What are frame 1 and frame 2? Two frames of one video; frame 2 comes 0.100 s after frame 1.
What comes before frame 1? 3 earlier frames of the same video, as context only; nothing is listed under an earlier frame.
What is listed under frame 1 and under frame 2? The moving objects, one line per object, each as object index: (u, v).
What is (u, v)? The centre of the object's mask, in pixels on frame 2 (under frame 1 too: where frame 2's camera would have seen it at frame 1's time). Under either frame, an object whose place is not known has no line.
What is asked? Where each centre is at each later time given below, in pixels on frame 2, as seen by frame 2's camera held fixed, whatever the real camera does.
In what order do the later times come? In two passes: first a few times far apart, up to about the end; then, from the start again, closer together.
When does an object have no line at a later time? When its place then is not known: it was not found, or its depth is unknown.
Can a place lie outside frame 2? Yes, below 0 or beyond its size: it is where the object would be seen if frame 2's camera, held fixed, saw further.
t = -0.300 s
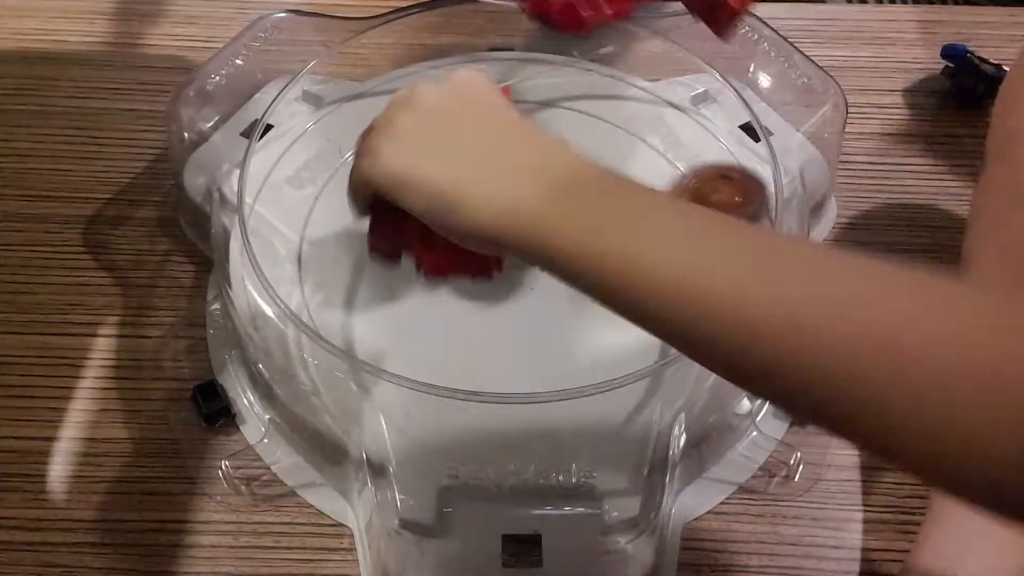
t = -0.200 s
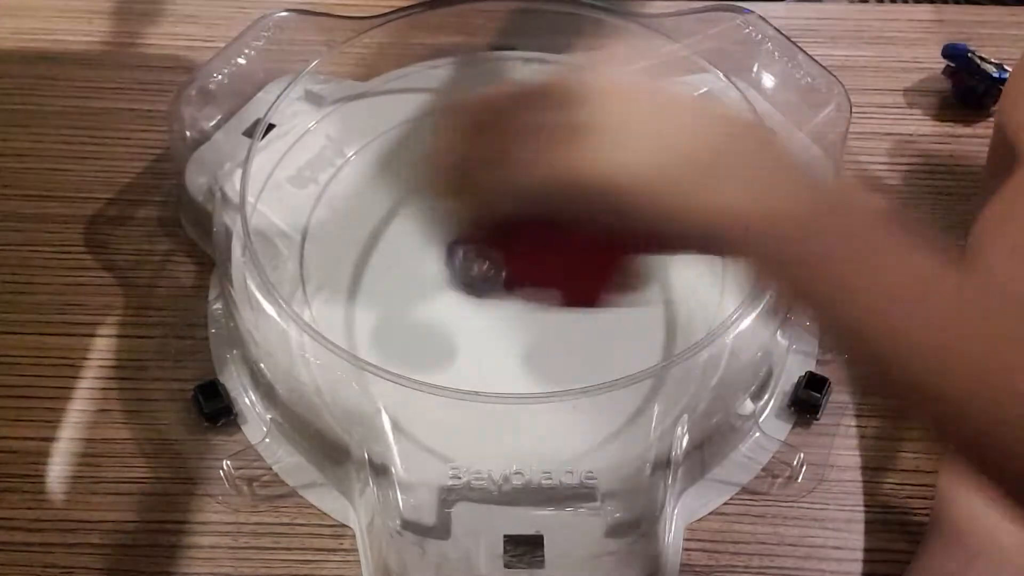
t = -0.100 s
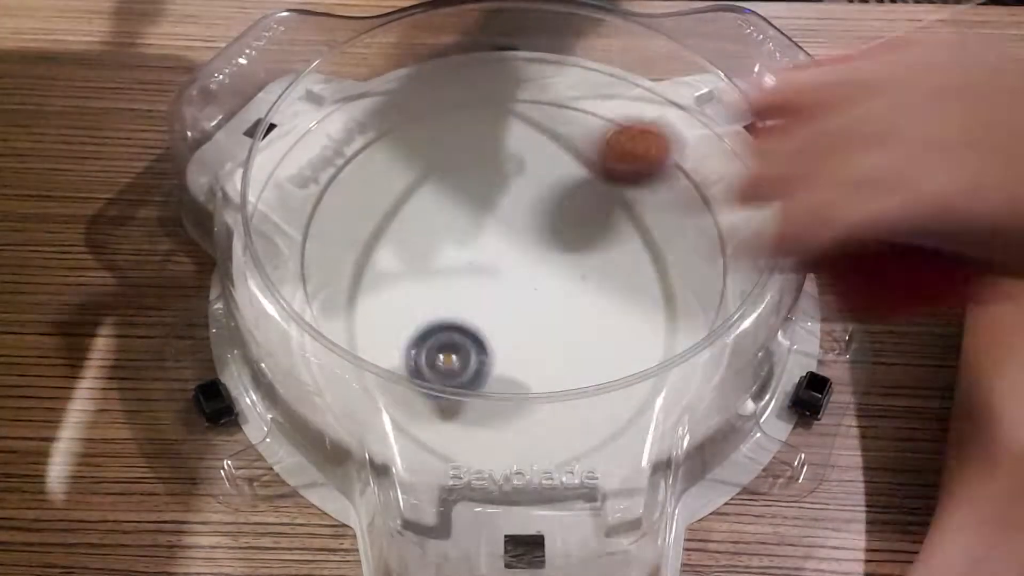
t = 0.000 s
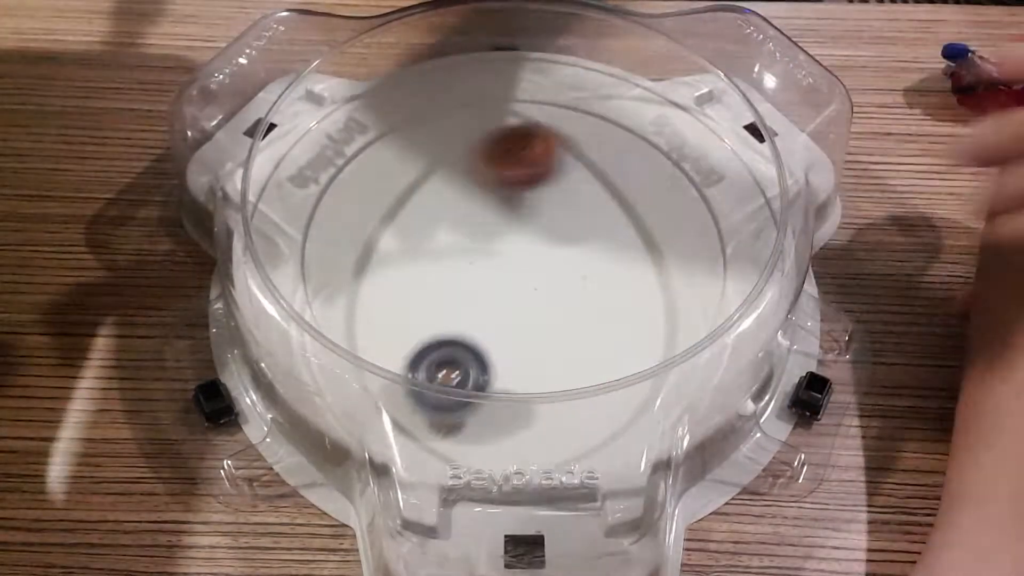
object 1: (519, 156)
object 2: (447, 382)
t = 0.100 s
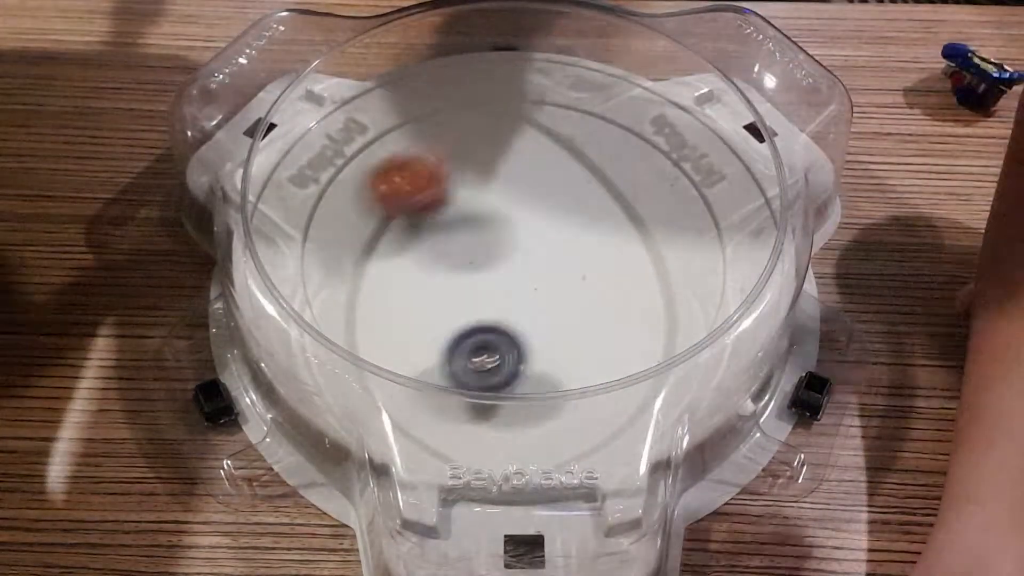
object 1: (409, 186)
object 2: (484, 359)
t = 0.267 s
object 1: (300, 265)
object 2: (569, 309)
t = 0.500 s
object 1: (441, 409)
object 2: (597, 259)
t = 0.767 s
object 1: (660, 349)
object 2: (590, 239)
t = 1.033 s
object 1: (609, 125)
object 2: (466, 178)
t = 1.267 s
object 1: (363, 119)
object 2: (418, 198)
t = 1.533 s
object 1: (439, 376)
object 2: (435, 222)
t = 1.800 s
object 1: (692, 159)
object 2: (464, 232)
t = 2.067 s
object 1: (329, 174)
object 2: (505, 240)
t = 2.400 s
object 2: (537, 245)
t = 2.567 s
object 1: (641, 114)
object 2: (542, 251)
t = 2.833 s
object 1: (317, 197)
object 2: (534, 262)
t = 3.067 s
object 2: (521, 264)
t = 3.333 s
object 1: (651, 122)
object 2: (502, 264)
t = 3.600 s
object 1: (333, 159)
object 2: (489, 251)
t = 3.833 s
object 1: (462, 384)
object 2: (490, 237)
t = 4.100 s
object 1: (702, 178)
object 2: (501, 226)
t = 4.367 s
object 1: (408, 99)
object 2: (519, 225)
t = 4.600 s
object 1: (347, 312)
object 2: (534, 233)
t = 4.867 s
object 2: (540, 248)
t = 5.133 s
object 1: (552, 82)
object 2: (532, 261)
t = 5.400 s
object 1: (310, 210)
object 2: (511, 265)
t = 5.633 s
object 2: (495, 259)
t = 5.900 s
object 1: (701, 176)
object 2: (488, 242)
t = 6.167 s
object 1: (429, 92)
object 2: (497, 231)
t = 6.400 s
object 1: (318, 273)
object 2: (512, 224)
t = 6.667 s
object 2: (530, 230)
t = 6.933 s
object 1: (652, 123)
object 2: (541, 243)
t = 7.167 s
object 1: (397, 104)
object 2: (534, 257)
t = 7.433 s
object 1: (362, 324)
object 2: (515, 266)
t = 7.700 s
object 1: (679, 314)
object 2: (498, 260)
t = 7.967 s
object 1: (607, 98)
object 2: (489, 245)
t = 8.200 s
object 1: (375, 128)
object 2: (496, 231)
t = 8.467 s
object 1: (390, 335)
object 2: (512, 224)
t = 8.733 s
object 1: (682, 299)
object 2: (531, 232)
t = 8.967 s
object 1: (611, 123)
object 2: (538, 246)
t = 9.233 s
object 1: (379, 150)
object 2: (528, 258)
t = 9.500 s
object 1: (388, 319)
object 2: (507, 259)
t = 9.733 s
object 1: (591, 344)
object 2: (492, 251)
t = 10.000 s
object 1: (654, 187)
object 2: (490, 236)
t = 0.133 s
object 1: (373, 199)
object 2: (501, 352)
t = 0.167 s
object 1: (345, 214)
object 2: (521, 345)
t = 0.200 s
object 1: (317, 233)
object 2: (540, 333)
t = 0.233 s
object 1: (301, 249)
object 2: (556, 320)
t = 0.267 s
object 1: (300, 265)
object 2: (569, 309)
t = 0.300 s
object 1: (289, 290)
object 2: (578, 299)
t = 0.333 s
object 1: (302, 309)
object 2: (586, 289)
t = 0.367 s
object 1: (323, 336)
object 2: (591, 281)
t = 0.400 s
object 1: (348, 351)
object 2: (594, 274)
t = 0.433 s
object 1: (375, 374)
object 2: (596, 268)
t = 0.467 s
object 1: (408, 392)
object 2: (597, 263)
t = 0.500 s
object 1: (441, 409)
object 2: (597, 259)
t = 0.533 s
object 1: (477, 424)
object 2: (597, 255)
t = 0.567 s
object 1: (516, 433)
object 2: (597, 252)
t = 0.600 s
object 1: (556, 431)
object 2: (596, 249)
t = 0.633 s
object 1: (589, 424)
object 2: (595, 247)
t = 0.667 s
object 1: (608, 408)
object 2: (594, 245)
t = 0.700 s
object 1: (634, 391)
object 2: (593, 243)
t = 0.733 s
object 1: (650, 374)
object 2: (592, 241)
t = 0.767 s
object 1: (660, 349)
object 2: (590, 239)
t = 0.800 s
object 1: (663, 323)
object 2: (589, 238)
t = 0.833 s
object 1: (671, 293)
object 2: (586, 236)
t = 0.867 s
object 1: (669, 259)
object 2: (582, 235)
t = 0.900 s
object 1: (671, 228)
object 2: (554, 216)
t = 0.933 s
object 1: (667, 202)
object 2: (527, 205)
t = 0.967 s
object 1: (656, 173)
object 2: (503, 193)
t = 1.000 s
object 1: (637, 150)
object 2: (483, 184)
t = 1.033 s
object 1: (609, 125)
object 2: (466, 178)
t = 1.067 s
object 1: (580, 112)
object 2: (453, 177)
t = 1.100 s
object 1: (546, 98)
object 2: (443, 178)
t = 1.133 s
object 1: (508, 89)
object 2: (434, 181)
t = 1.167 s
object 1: (472, 88)
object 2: (429, 184)
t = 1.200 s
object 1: (430, 89)
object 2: (424, 189)
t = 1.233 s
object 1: (394, 100)
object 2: (420, 193)
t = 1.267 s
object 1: (363, 119)
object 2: (418, 198)
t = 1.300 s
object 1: (340, 147)
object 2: (418, 201)
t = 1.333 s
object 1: (322, 179)
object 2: (419, 202)
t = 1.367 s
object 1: (307, 214)
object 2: (421, 211)
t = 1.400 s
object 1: (311, 254)
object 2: (425, 215)
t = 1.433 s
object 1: (325, 285)
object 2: (428, 217)
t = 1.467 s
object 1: (354, 317)
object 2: (430, 219)
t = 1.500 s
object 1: (391, 347)
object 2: (433, 220)
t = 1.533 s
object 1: (439, 376)
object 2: (435, 222)
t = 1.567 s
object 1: (502, 384)
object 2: (438, 223)
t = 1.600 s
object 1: (566, 379)
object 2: (441, 224)
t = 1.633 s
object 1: (624, 362)
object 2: (444, 226)
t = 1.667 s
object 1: (665, 328)
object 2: (447, 227)
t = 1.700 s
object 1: (701, 294)
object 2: (451, 228)
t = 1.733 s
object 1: (721, 255)
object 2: (455, 230)
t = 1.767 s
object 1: (717, 205)
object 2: (459, 231)
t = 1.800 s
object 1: (692, 159)
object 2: (464, 232)
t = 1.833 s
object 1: (659, 126)
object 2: (469, 234)
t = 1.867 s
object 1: (609, 97)
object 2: (474, 235)
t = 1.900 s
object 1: (555, 80)
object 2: (479, 236)
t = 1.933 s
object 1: (500, 80)
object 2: (484, 237)
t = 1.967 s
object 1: (445, 88)
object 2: (490, 238)
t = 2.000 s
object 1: (395, 107)
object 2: (496, 238)
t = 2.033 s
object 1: (357, 135)
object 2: (501, 239)
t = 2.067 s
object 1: (329, 174)
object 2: (505, 240)
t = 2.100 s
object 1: (309, 220)
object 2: (510, 240)
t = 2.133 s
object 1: (316, 261)
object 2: (514, 241)
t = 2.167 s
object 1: (336, 297)
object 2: (518, 241)
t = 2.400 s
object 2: (537, 245)
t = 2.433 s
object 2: (538, 246)
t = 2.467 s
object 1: (724, 235)
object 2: (539, 247)
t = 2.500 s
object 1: (706, 183)
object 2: (540, 248)
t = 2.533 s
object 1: (679, 143)
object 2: (541, 249)
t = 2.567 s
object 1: (641, 114)
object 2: (542, 251)
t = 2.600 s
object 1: (592, 91)
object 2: (542, 252)
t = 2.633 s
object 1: (540, 81)
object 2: (541, 254)
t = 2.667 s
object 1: (480, 84)
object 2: (541, 255)
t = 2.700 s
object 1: (436, 91)
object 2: (540, 257)
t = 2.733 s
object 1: (393, 109)
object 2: (538, 258)
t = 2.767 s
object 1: (359, 134)
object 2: (537, 260)
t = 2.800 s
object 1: (333, 164)
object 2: (535, 261)
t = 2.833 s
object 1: (317, 197)
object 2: (534, 262)
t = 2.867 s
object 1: (310, 235)
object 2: (533, 264)
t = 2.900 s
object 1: (320, 274)
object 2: (531, 265)
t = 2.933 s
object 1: (345, 307)
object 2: (530, 265)
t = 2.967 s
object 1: (379, 340)
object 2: (528, 266)
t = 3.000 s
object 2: (526, 267)
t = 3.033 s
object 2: (523, 267)
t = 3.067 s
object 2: (521, 264)
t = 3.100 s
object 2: (518, 263)
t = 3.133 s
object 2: (516, 267)
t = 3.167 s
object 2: (513, 267)
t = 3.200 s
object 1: (714, 273)
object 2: (511, 266)
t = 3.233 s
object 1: (720, 232)
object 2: (509, 266)
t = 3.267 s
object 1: (707, 186)
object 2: (507, 265)
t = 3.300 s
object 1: (686, 154)
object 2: (504, 265)
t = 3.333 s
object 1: (651, 122)
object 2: (502, 264)
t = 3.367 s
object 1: (609, 99)
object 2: (500, 259)
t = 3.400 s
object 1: (564, 86)
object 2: (498, 262)
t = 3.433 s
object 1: (517, 81)
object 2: (496, 260)
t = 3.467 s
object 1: (473, 82)
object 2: (494, 258)
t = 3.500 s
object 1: (431, 91)
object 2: (492, 256)
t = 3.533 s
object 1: (391, 108)
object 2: (491, 254)
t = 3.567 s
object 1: (359, 132)
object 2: (490, 252)
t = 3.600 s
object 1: (333, 159)
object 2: (489, 251)
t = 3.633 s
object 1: (317, 192)
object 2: (488, 249)
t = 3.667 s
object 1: (308, 231)
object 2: (488, 247)
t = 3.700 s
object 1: (315, 268)
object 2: (488, 245)
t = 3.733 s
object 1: (336, 298)
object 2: (488, 242)
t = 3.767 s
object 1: (367, 332)
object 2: (488, 241)
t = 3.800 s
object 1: (412, 359)
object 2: (489, 239)
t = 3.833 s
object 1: (462, 384)
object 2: (490, 237)
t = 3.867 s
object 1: (523, 389)
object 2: (491, 235)
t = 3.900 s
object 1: (584, 381)
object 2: (492, 233)
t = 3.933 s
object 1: (635, 356)
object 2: (493, 232)
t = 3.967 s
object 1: (671, 323)
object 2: (494, 230)
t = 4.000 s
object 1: (700, 292)
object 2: (496, 229)
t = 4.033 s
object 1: (718, 258)
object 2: (497, 228)
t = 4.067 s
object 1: (718, 218)
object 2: (499, 227)
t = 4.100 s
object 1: (702, 178)
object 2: (501, 226)
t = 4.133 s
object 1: (677, 146)
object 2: (503, 225)
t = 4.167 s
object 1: (645, 118)
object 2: (505, 224)
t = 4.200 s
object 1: (608, 99)
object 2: (507, 224)
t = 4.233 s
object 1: (569, 86)
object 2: (510, 224)
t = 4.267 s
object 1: (526, 81)
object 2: (512, 223)
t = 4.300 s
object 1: (485, 80)
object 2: (514, 223)
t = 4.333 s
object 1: (444, 88)
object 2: (517, 224)
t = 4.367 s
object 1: (408, 99)
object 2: (519, 225)
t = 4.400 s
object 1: (370, 119)
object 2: (521, 225)
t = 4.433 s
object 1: (344, 145)
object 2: (523, 226)
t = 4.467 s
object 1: (324, 173)
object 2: (526, 228)
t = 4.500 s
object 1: (310, 209)
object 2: (528, 229)
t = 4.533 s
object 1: (308, 248)
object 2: (530, 230)
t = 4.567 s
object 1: (322, 281)
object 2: (532, 232)
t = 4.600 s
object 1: (347, 312)
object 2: (534, 233)
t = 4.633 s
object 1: (380, 343)
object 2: (535, 235)
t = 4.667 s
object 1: (423, 373)
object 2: (537, 237)
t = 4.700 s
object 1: (477, 386)
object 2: (538, 239)
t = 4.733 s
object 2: (539, 240)
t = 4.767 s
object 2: (539, 242)
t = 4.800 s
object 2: (540, 244)
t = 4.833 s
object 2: (540, 246)
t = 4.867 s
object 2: (540, 248)
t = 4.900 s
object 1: (717, 266)
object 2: (540, 250)
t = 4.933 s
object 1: (721, 228)
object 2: (540, 252)
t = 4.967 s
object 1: (709, 189)
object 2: (540, 254)
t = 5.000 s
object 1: (689, 158)
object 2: (538, 256)
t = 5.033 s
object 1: (661, 131)
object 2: (537, 258)
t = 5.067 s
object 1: (632, 109)
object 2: (536, 259)
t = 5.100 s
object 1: (590, 91)
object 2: (534, 260)
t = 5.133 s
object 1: (552, 82)
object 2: (532, 261)
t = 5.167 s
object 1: (512, 79)
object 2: (530, 262)
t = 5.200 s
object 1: (473, 79)
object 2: (528, 263)
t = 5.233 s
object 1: (432, 91)
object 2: (525, 264)
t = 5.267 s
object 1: (400, 102)
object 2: (522, 264)
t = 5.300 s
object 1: (368, 122)
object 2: (519, 265)
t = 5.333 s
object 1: (342, 148)
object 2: (517, 262)
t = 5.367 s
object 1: (323, 177)
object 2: (514, 266)
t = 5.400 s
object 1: (310, 210)
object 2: (511, 265)
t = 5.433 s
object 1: (308, 245)
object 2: (508, 265)
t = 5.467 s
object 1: (322, 280)
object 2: (506, 265)
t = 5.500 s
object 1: (345, 309)
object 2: (503, 264)
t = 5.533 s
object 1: (376, 340)
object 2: (501, 263)
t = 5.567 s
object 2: (499, 262)
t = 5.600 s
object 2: (497, 261)
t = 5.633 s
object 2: (495, 259)
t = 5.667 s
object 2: (493, 258)
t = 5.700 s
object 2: (492, 257)
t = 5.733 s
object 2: (490, 255)
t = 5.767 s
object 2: (490, 254)
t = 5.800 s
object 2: (489, 252)
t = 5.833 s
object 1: (721, 250)
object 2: (488, 250)
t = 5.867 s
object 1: (716, 211)
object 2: (488, 244)
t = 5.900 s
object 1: (701, 176)
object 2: (488, 242)
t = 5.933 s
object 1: (681, 147)
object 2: (488, 240)
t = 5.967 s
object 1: (653, 123)
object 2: (488, 242)
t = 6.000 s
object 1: (617, 102)
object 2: (488, 240)
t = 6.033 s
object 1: (581, 88)
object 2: (490, 238)
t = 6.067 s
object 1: (539, 79)
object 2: (491, 232)
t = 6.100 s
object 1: (503, 78)
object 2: (493, 234)
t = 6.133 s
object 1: (467, 81)
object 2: (494, 233)
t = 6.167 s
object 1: (429, 92)
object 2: (497, 231)
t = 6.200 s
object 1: (398, 104)
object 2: (498, 230)
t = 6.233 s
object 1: (369, 122)
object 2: (500, 229)
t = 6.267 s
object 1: (344, 148)
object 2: (502, 227)
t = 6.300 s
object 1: (326, 172)
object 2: (504, 226)
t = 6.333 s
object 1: (313, 204)
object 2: (507, 226)
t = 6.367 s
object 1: (309, 242)
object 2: (509, 225)
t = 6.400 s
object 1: (318, 273)
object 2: (512, 224)
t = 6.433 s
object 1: (338, 300)
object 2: (514, 224)
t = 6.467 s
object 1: (365, 328)
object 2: (516, 224)
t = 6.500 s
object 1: (403, 349)
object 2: (519, 225)
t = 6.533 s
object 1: (441, 378)
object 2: (521, 226)
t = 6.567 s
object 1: (491, 388)
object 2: (523, 227)
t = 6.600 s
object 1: (543, 389)
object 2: (526, 228)
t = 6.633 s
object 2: (528, 229)
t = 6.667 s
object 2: (530, 230)
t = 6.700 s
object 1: (666, 329)
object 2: (532, 231)
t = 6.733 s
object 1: (693, 303)
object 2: (534, 233)
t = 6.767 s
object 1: (713, 274)
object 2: (536, 234)
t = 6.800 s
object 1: (721, 240)
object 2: (537, 236)
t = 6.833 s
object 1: (716, 203)
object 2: (539, 238)
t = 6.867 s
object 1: (700, 174)
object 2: (540, 240)
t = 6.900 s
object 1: (678, 145)
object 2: (541, 242)
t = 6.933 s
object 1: (652, 123)
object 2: (541, 243)
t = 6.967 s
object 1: (616, 103)
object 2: (541, 245)
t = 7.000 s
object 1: (583, 88)
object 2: (540, 247)
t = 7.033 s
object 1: (543, 81)
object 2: (540, 249)
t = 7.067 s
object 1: (506, 81)
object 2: (539, 251)
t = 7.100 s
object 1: (468, 84)
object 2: (537, 253)
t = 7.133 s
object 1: (430, 92)
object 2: (536, 255)
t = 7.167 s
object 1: (397, 104)
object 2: (534, 257)
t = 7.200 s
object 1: (370, 122)
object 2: (532, 258)
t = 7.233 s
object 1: (347, 147)
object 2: (530, 260)
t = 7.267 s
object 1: (330, 172)
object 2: (528, 261)
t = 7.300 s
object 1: (318, 203)
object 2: (526, 263)
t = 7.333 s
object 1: (313, 239)
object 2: (524, 264)
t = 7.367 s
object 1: (321, 271)
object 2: (521, 265)
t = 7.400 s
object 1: (340, 299)
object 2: (518, 266)
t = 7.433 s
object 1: (362, 324)
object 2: (515, 266)
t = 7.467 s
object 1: (394, 347)
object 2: (513, 266)
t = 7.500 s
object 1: (432, 371)
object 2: (510, 265)
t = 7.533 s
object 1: (477, 381)
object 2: (508, 265)
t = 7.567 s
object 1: (524, 382)
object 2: (506, 265)
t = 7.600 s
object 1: (571, 375)
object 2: (504, 264)
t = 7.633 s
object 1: (613, 355)
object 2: (502, 262)
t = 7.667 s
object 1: (651, 337)
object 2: (500, 261)
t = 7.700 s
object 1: (679, 314)
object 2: (498, 260)
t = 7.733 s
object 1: (703, 288)
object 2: (496, 259)
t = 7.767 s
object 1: (716, 260)
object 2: (495, 257)
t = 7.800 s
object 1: (719, 227)
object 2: (493, 255)
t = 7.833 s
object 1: (709, 191)
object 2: (491, 253)
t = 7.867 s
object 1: (690, 161)
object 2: (491, 251)
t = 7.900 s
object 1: (668, 134)
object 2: (490, 249)
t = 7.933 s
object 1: (638, 113)
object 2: (490, 247)
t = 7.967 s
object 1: (607, 98)
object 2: (489, 245)
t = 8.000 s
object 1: (571, 89)
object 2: (489, 243)
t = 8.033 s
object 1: (533, 82)
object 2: (489, 241)
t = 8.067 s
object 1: (498, 83)
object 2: (490, 239)
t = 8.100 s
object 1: (461, 89)
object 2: (491, 237)
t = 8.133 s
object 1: (430, 98)
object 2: (492, 234)
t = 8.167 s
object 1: (401, 110)
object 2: (494, 233)
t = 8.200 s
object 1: (375, 128)
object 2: (496, 231)
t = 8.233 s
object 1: (355, 151)
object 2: (498, 229)
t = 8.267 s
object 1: (339, 173)
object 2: (499, 228)
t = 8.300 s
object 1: (326, 201)
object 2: (501, 227)
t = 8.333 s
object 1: (321, 235)
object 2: (504, 226)
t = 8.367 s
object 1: (325, 265)
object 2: (506, 226)
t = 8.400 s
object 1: (337, 288)
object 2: (508, 225)
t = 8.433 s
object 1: (360, 313)
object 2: (510, 224)
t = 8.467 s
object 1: (390, 335)
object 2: (512, 224)
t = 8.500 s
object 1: (425, 354)
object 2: (514, 224)
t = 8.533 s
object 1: (465, 363)
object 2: (517, 224)
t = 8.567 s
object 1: (507, 368)
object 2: (520, 225)
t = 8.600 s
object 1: (548, 366)
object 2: (523, 226)
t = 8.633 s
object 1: (589, 358)
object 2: (525, 227)
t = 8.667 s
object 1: (630, 342)
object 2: (526, 229)
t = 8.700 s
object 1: (660, 322)
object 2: (528, 230)
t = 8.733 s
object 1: (682, 299)
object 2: (531, 232)
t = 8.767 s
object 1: (695, 277)
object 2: (532, 233)
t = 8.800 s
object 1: (697, 245)
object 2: (534, 235)
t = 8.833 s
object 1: (693, 216)
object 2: (535, 237)
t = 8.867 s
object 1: (679, 184)
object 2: (536, 240)
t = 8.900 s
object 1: (661, 159)
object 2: (537, 242)
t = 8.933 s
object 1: (636, 138)
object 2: (538, 240)
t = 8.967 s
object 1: (611, 123)
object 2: (538, 246)
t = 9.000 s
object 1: (584, 112)
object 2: (538, 248)
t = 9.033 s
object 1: (554, 105)
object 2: (537, 250)
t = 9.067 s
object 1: (525, 103)
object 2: (537, 251)
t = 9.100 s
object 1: (496, 104)
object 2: (536, 253)
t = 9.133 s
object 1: (464, 109)
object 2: (534, 254)
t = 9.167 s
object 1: (434, 116)
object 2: (532, 255)
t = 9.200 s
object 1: (403, 133)
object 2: (530, 257)
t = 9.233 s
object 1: (379, 150)
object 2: (528, 258)
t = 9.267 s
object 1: (364, 168)
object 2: (526, 260)
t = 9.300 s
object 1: (353, 189)
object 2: (523, 257)
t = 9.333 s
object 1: (346, 211)
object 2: (521, 258)
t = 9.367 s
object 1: (345, 235)
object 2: (518, 263)
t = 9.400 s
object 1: (348, 256)
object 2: (515, 264)
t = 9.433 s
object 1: (357, 278)
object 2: (513, 264)
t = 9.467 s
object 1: (371, 299)
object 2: (510, 264)
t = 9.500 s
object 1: (388, 319)
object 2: (507, 259)
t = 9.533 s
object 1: (412, 333)
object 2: (505, 263)
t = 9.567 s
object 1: (441, 344)
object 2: (503, 263)
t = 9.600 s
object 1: (468, 352)
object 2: (500, 261)
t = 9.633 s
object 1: (498, 357)
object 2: (498, 260)
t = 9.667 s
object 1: (531, 357)
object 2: (496, 255)
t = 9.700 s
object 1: (561, 352)
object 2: (493, 253)
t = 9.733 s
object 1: (591, 344)
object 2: (492, 251)
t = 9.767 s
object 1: (618, 333)
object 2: (490, 249)
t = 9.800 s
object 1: (640, 316)
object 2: (489, 248)
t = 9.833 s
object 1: (657, 296)
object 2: (489, 246)
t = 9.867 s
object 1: (667, 275)
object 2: (489, 244)
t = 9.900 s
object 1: (671, 250)
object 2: (489, 242)
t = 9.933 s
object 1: (671, 229)
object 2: (489, 240)
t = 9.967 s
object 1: (666, 209)
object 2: (489, 238)
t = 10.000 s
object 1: (654, 187)
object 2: (490, 236)
